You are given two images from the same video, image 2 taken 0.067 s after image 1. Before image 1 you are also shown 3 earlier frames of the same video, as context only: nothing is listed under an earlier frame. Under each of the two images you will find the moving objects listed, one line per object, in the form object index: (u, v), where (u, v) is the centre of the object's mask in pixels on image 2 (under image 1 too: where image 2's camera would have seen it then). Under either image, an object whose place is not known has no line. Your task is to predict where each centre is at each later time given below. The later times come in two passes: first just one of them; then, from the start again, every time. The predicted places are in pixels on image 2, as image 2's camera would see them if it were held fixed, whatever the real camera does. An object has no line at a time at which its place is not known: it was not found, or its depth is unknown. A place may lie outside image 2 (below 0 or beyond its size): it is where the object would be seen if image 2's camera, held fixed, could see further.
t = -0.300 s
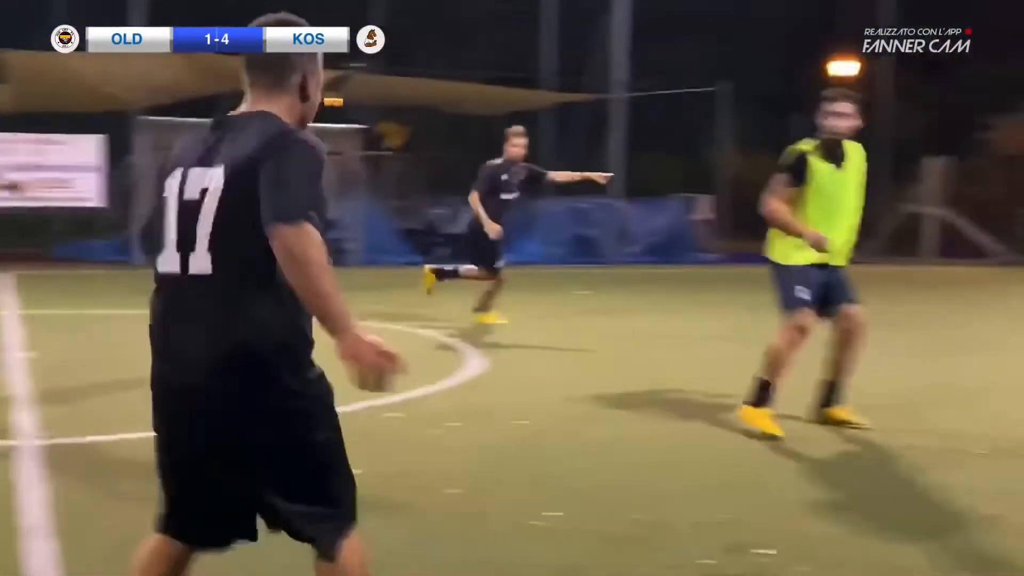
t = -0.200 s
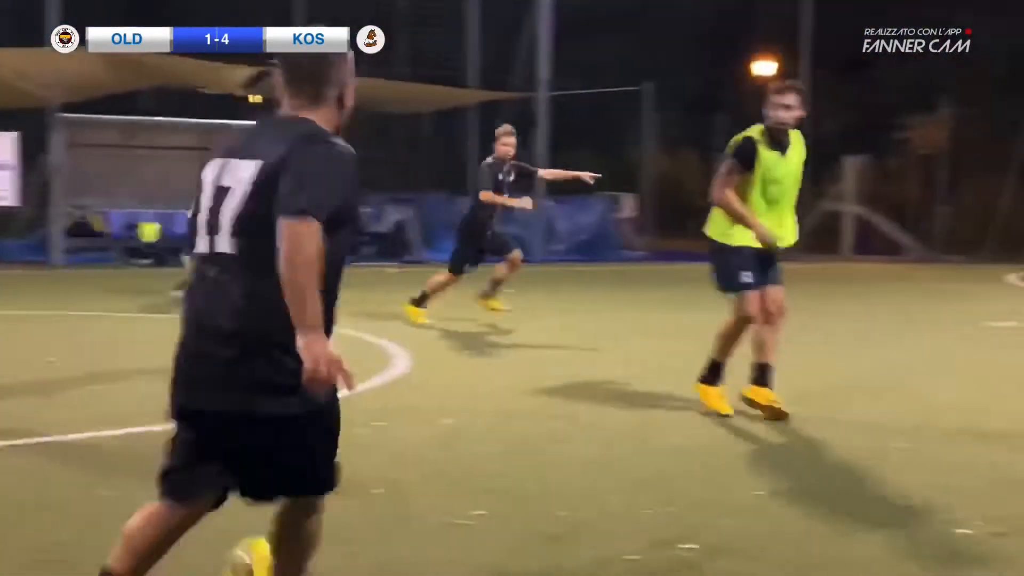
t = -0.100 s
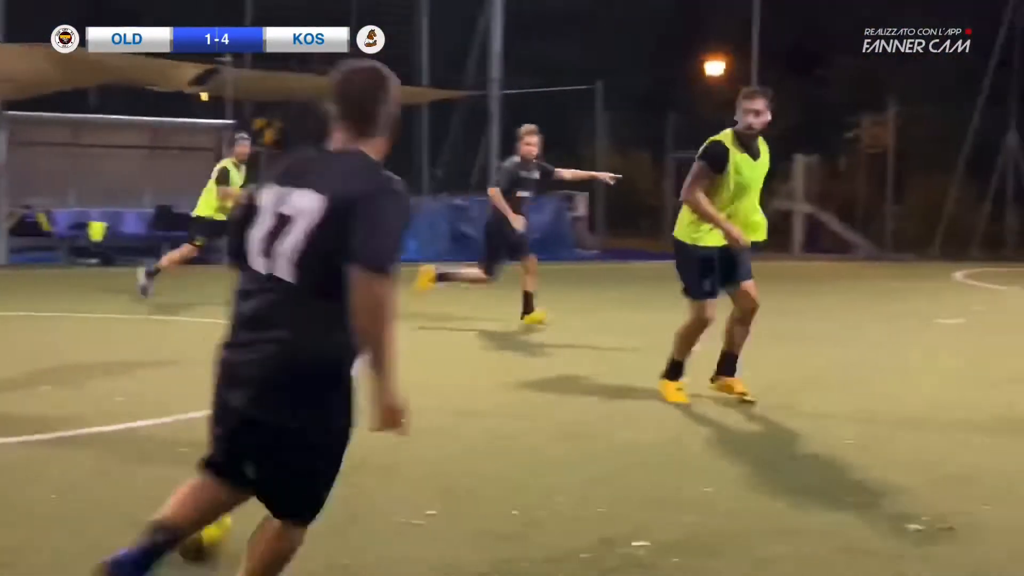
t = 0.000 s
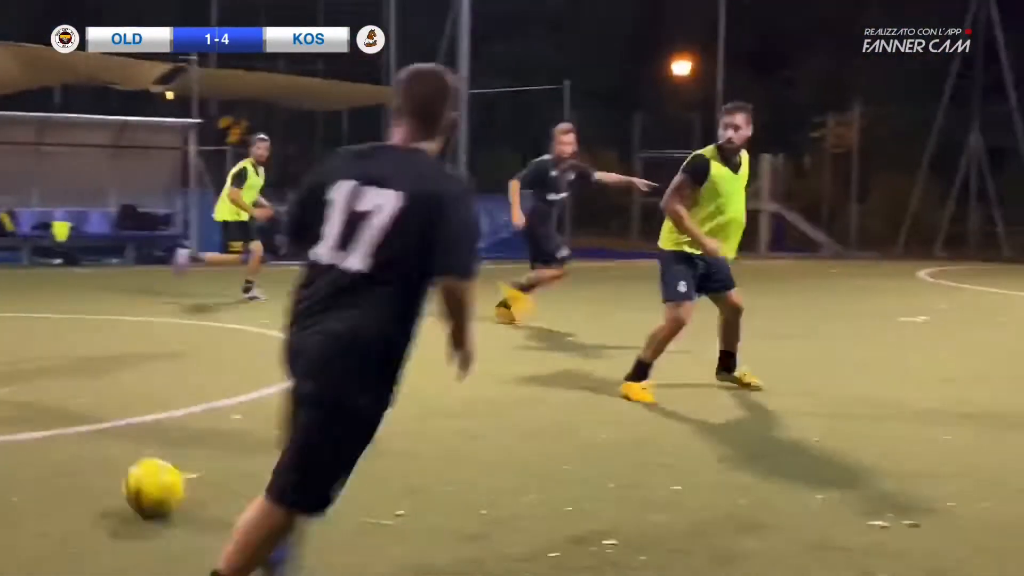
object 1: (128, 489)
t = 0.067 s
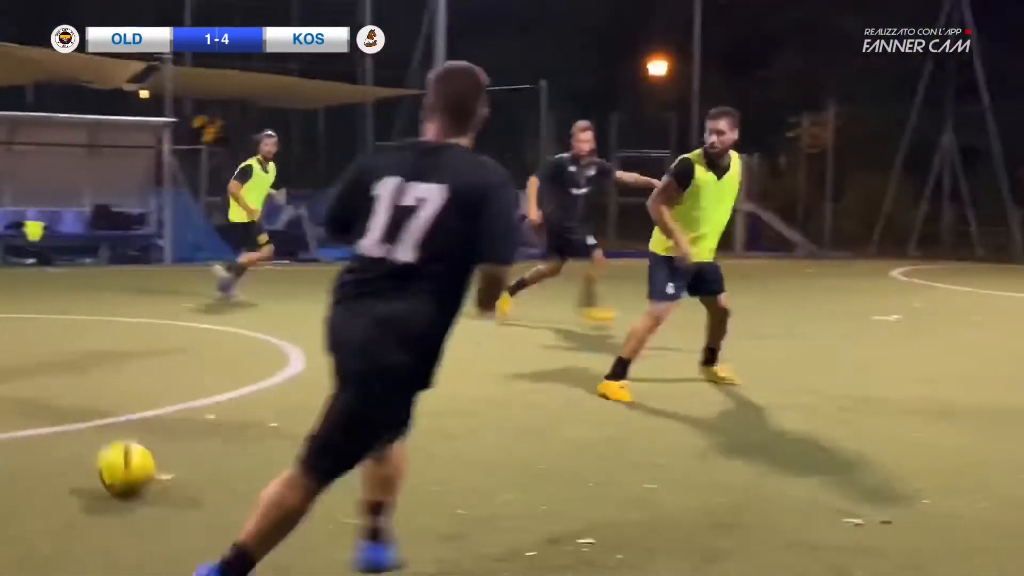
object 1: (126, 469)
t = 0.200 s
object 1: (127, 435)
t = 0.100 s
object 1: (125, 459)
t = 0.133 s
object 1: (125, 450)
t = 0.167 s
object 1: (127, 442)
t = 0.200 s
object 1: (127, 435)
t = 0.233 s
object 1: (130, 428)
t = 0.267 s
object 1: (135, 423)
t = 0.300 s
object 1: (144, 417)
